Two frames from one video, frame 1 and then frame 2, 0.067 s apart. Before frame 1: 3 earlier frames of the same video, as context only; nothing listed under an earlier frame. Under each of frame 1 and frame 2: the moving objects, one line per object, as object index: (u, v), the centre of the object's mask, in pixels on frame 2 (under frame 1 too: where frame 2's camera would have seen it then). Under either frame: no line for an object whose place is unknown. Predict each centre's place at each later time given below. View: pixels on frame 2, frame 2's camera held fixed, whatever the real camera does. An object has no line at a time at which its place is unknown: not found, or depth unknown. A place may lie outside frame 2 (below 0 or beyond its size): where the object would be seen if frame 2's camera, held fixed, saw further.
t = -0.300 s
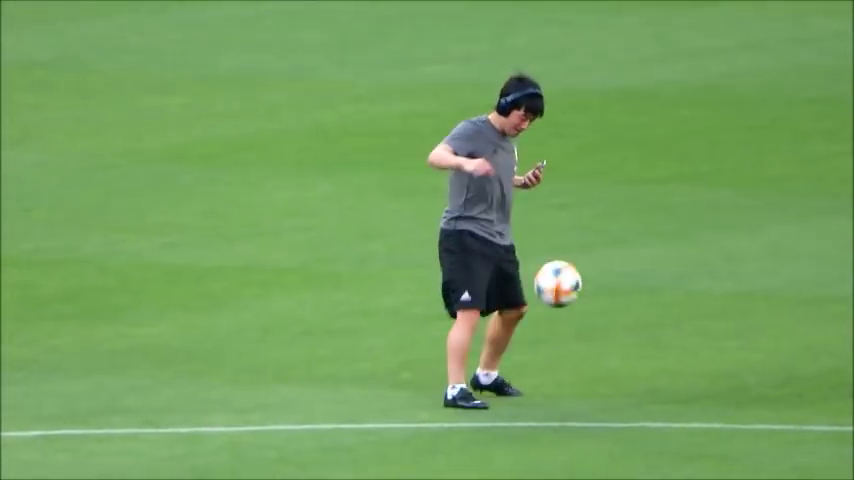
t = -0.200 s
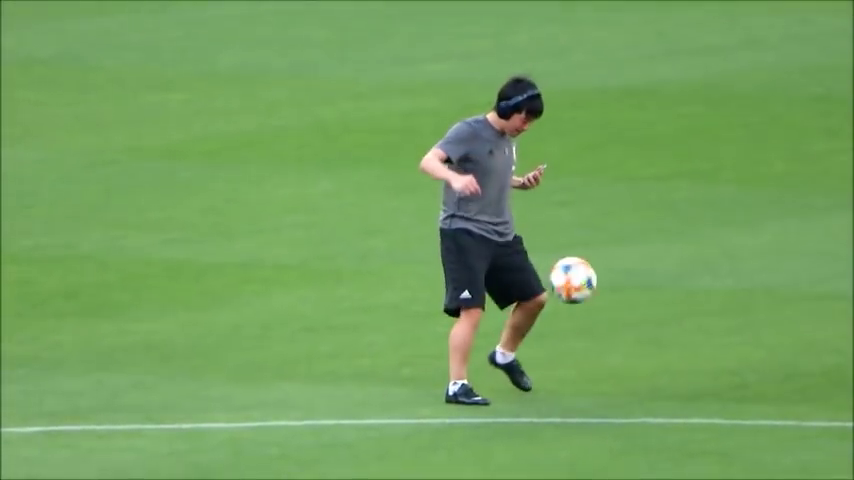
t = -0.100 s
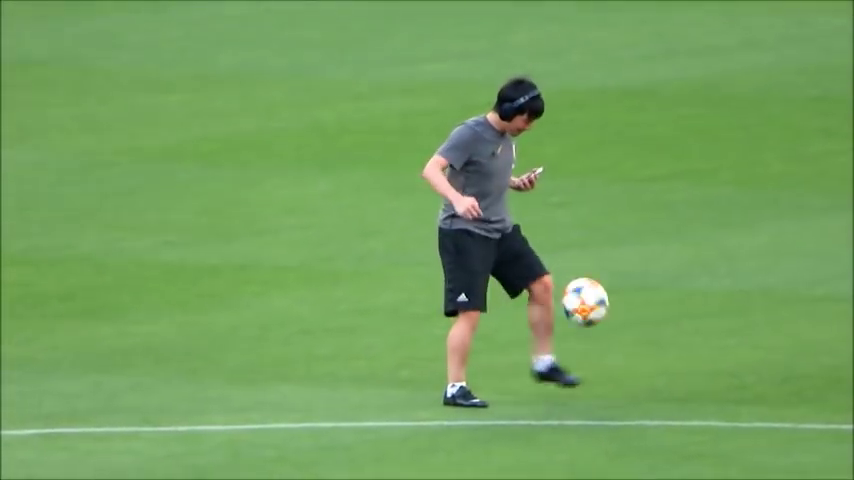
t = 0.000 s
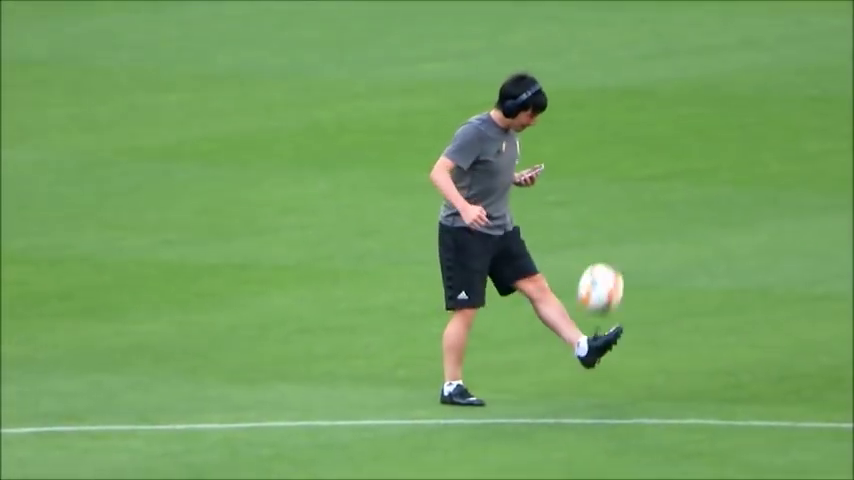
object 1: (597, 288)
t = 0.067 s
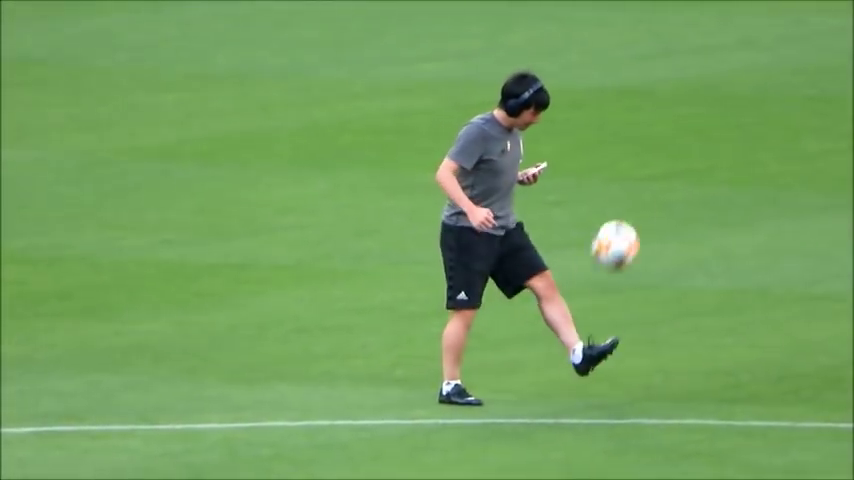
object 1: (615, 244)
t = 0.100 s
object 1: (623, 225)
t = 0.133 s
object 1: (633, 210)
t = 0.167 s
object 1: (640, 196)
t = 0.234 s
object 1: (656, 175)
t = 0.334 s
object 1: (678, 157)
